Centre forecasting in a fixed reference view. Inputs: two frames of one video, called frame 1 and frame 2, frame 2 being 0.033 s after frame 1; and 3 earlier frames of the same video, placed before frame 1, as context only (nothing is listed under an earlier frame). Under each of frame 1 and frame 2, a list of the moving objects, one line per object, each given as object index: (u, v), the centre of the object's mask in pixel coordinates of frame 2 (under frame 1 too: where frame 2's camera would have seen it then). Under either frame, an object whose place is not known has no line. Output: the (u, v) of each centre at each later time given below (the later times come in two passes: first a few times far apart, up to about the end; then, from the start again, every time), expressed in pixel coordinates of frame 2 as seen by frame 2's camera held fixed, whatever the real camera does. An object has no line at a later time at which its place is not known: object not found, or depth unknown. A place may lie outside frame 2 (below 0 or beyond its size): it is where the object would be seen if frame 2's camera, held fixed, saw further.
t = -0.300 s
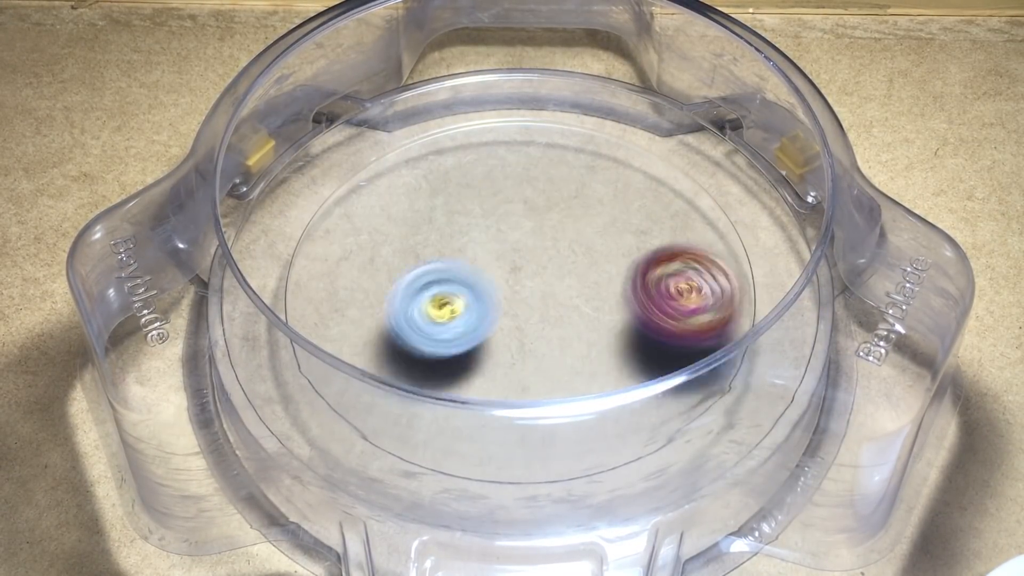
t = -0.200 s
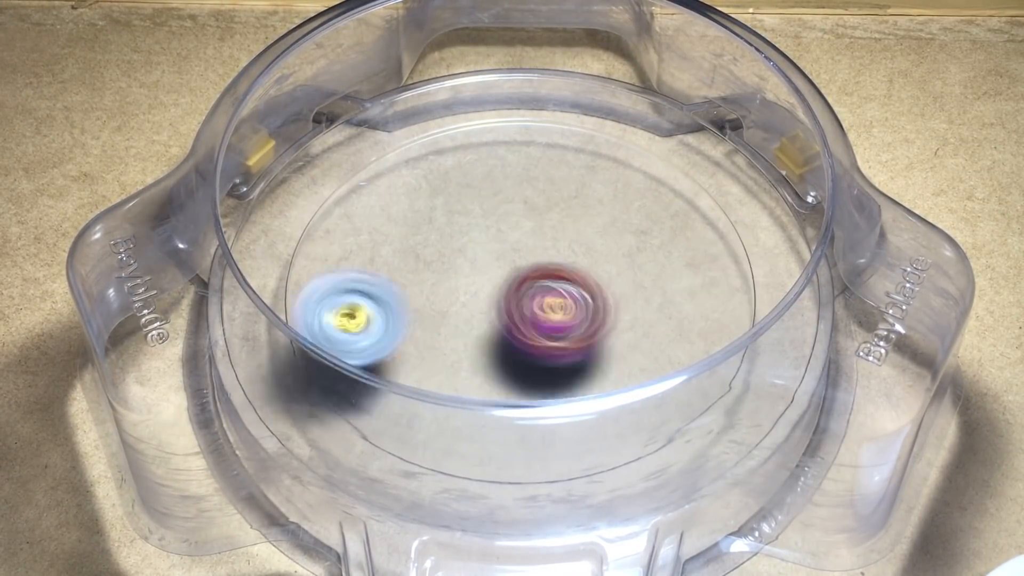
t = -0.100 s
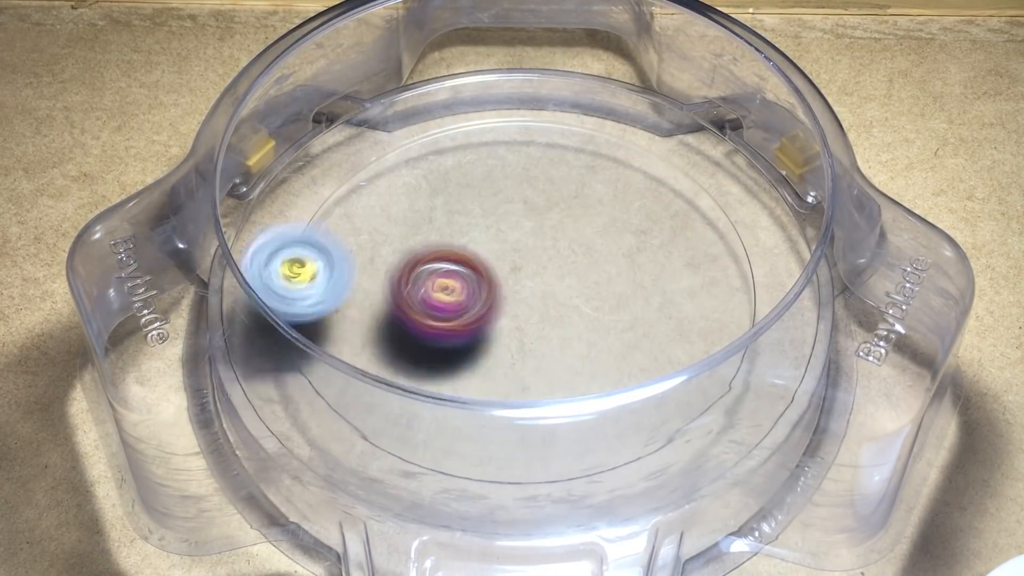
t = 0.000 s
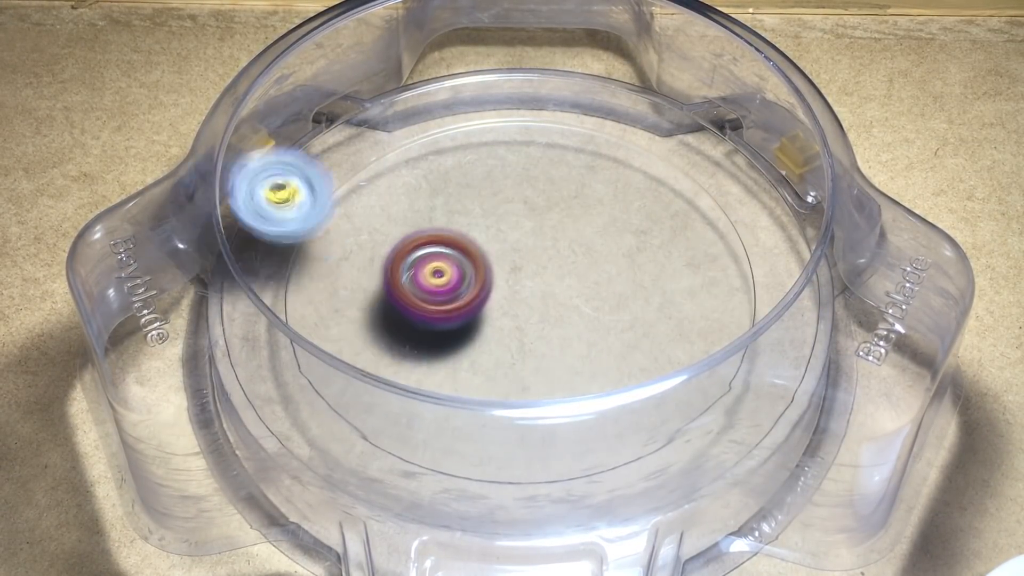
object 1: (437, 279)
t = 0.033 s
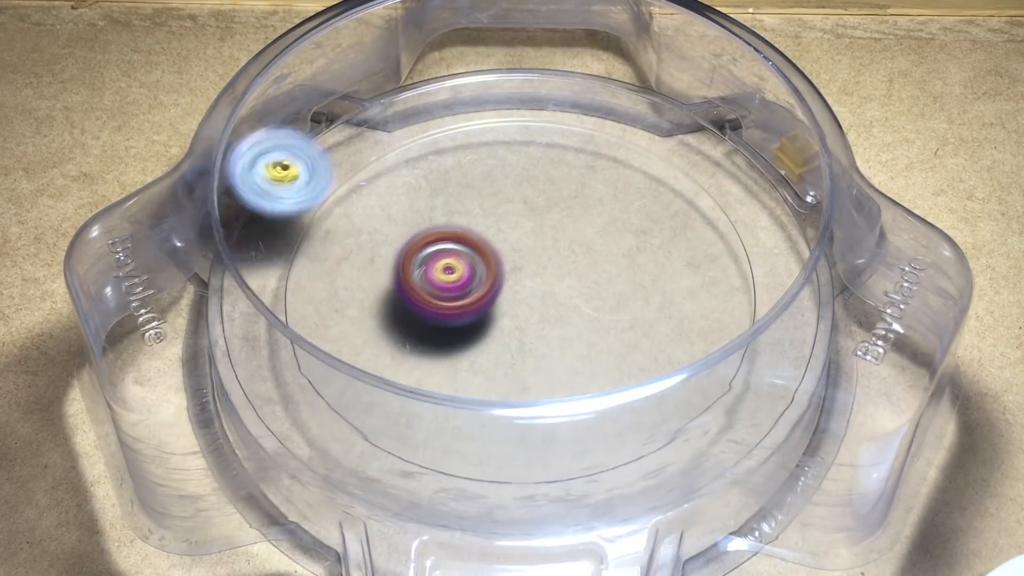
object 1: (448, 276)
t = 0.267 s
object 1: (545, 276)
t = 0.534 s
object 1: (716, 380)
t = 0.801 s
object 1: (735, 318)
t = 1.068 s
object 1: (689, 244)
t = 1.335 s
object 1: (542, 262)
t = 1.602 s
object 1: (451, 343)
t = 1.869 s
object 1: (559, 399)
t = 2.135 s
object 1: (612, 329)
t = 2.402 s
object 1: (544, 247)
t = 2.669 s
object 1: (516, 229)
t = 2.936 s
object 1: (467, 243)
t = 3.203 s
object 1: (465, 251)
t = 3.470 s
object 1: (494, 261)
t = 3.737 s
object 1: (444, 174)
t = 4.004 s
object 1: (454, 187)
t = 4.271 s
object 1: (484, 209)
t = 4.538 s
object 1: (510, 241)
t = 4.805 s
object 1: (491, 209)
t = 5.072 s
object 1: (464, 117)
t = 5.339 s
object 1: (497, 254)
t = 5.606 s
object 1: (563, 116)
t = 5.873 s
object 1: (543, 186)
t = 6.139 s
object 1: (543, 275)
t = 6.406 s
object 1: (558, 289)
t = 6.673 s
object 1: (383, 298)
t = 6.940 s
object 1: (435, 377)
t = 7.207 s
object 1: (506, 341)
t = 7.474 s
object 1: (530, 287)
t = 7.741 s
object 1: (527, 270)
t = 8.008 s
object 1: (526, 263)
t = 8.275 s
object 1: (527, 262)
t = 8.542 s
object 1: (529, 266)
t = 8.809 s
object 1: (530, 271)
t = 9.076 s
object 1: (525, 275)
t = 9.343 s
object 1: (516, 275)
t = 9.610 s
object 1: (511, 292)
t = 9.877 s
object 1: (514, 294)
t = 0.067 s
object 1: (461, 273)
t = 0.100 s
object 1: (475, 270)
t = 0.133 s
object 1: (488, 268)
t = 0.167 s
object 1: (500, 266)
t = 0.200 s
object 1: (511, 264)
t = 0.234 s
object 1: (523, 262)
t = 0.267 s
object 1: (545, 276)
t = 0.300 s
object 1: (566, 290)
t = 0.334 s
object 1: (586, 301)
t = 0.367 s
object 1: (603, 308)
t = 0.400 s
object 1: (620, 311)
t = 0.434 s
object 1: (636, 311)
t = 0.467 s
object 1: (660, 328)
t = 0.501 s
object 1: (694, 363)
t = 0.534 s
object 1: (716, 380)
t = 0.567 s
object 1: (730, 400)
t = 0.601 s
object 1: (740, 424)
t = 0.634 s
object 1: (750, 415)
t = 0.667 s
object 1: (756, 403)
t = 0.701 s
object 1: (758, 390)
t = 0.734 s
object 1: (750, 366)
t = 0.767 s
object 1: (746, 345)
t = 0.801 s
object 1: (735, 318)
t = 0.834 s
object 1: (722, 296)
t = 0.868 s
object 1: (714, 277)
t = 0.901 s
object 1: (699, 257)
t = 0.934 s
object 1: (704, 250)
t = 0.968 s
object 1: (707, 248)
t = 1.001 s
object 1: (705, 246)
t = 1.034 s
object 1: (699, 245)
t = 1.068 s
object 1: (689, 244)
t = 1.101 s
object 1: (676, 245)
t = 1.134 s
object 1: (661, 245)
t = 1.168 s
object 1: (644, 247)
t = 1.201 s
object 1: (624, 248)
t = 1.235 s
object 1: (604, 251)
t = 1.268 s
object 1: (584, 254)
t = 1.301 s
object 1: (563, 257)
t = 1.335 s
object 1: (542, 262)
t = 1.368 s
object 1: (525, 266)
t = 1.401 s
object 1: (509, 272)
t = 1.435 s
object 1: (494, 281)
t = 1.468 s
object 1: (481, 292)
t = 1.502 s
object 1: (470, 304)
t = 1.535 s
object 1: (461, 317)
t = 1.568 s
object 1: (453, 330)
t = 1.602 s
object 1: (451, 343)
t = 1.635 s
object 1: (452, 352)
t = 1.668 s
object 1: (459, 359)
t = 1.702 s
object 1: (463, 383)
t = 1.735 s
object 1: (476, 390)
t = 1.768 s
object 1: (492, 398)
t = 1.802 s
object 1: (514, 401)
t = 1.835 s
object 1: (537, 400)
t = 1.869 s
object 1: (559, 399)
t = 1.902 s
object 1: (579, 396)
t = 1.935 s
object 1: (595, 394)
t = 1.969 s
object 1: (608, 388)
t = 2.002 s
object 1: (614, 374)
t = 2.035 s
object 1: (614, 358)
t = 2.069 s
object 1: (616, 351)
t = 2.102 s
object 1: (615, 343)
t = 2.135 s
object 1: (612, 329)
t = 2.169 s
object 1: (605, 318)
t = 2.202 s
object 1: (598, 304)
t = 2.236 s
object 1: (589, 292)
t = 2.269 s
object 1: (580, 280)
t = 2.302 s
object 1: (570, 270)
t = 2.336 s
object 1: (560, 261)
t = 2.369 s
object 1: (552, 253)
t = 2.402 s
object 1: (544, 247)
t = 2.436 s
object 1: (538, 244)
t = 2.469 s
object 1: (537, 236)
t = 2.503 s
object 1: (536, 229)
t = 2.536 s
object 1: (534, 226)
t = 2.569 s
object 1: (531, 225)
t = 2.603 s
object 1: (528, 225)
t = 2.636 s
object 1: (523, 227)
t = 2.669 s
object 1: (516, 229)
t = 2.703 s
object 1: (508, 230)
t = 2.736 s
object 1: (500, 232)
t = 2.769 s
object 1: (493, 233)
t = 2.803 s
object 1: (486, 234)
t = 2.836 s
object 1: (481, 236)
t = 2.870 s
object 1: (475, 238)
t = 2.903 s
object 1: (471, 240)
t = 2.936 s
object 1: (467, 243)
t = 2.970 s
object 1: (465, 246)
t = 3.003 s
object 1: (463, 250)
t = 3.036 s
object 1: (463, 253)
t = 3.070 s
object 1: (462, 253)
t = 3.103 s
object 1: (461, 252)
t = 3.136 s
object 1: (461, 251)
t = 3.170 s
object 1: (463, 251)
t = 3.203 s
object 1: (465, 251)
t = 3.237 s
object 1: (468, 252)
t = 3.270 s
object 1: (472, 254)
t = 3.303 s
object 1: (476, 255)
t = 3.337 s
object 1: (479, 256)
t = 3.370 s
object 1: (483, 258)
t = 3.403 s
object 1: (487, 259)
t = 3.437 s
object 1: (490, 260)
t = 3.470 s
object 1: (494, 261)
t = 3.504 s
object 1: (497, 262)
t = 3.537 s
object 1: (500, 263)
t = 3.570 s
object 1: (503, 263)
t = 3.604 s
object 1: (502, 260)
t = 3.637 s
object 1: (482, 233)
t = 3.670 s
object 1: (466, 213)
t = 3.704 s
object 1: (453, 191)
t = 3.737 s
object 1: (444, 174)
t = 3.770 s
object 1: (438, 163)
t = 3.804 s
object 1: (435, 157)
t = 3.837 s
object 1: (435, 155)
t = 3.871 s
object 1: (436, 157)
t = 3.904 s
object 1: (439, 163)
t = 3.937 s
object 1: (443, 170)
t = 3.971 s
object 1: (448, 179)
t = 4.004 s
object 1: (454, 187)
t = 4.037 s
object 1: (461, 198)
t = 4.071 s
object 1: (469, 209)
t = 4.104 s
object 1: (474, 215)
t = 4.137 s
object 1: (474, 210)
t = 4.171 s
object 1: (475, 206)
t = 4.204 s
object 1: (478, 205)
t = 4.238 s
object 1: (481, 206)
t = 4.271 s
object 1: (484, 209)
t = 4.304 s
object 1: (487, 212)
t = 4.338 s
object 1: (491, 215)
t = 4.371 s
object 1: (494, 219)
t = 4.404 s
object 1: (497, 223)
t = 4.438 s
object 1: (501, 227)
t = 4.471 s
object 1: (504, 232)
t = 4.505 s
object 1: (507, 236)
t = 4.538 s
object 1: (510, 241)
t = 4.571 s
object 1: (513, 245)
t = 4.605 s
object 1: (515, 249)
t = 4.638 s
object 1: (517, 251)
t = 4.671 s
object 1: (511, 241)
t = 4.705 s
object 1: (503, 230)
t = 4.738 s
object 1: (498, 220)
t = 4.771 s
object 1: (494, 213)
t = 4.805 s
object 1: (491, 209)
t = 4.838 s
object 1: (491, 208)
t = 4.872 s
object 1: (491, 206)
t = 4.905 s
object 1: (486, 183)
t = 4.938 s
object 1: (479, 154)
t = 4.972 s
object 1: (470, 131)
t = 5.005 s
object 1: (466, 113)
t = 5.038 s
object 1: (464, 107)
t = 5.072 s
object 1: (464, 117)
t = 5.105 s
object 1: (466, 128)
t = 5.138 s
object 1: (467, 142)
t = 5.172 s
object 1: (470, 159)
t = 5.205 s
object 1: (474, 178)
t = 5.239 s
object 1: (479, 199)
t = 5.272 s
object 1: (484, 218)
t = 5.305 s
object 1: (490, 235)
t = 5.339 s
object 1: (497, 254)
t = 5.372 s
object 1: (504, 268)
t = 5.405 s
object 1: (513, 256)
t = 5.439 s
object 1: (526, 222)
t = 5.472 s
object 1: (536, 192)
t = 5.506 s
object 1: (545, 166)
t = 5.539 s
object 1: (554, 142)
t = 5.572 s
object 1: (559, 126)
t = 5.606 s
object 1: (563, 116)
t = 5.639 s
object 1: (565, 113)
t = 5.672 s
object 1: (564, 116)
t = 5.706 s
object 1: (562, 120)
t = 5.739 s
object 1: (560, 131)
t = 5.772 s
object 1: (556, 142)
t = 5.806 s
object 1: (552, 156)
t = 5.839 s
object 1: (548, 171)
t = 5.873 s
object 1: (543, 186)
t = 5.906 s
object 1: (539, 204)
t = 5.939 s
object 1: (536, 219)
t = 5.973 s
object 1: (532, 236)
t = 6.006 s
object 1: (532, 251)
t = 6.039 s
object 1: (534, 263)
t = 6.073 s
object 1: (534, 267)
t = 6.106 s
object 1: (537, 271)
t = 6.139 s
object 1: (543, 275)
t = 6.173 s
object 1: (549, 278)
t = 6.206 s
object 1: (555, 282)
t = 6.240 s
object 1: (561, 284)
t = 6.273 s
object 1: (566, 287)
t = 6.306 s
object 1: (570, 289)
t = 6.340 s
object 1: (573, 291)
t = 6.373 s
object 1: (575, 293)
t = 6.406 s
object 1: (558, 289)
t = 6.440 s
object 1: (528, 288)
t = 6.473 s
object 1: (498, 285)
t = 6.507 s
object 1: (473, 283)
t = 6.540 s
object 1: (447, 282)
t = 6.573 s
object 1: (427, 283)
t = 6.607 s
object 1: (408, 286)
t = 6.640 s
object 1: (394, 291)
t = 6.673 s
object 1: (383, 298)
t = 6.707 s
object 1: (377, 307)
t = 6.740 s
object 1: (375, 318)
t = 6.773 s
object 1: (379, 328)
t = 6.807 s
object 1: (389, 338)
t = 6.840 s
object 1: (396, 356)
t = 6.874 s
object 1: (409, 365)
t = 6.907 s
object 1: (422, 374)
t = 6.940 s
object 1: (435, 377)
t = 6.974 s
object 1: (446, 379)
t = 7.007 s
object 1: (457, 376)
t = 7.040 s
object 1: (466, 373)
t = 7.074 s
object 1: (479, 363)
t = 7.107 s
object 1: (486, 360)
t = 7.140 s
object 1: (492, 356)
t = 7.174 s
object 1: (500, 350)
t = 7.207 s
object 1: (506, 341)
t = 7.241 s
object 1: (512, 332)
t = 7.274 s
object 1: (517, 324)
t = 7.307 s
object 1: (521, 316)
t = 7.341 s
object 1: (524, 308)
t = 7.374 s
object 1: (527, 300)
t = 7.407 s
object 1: (529, 295)
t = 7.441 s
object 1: (530, 290)
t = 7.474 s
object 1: (530, 287)
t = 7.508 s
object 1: (530, 284)
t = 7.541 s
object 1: (530, 281)
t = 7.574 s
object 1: (529, 279)
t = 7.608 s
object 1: (529, 277)
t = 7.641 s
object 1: (528, 275)
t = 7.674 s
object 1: (528, 273)
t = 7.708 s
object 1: (527, 272)
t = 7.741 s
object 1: (527, 270)
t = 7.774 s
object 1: (527, 269)
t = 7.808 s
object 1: (527, 268)
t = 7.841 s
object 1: (526, 267)
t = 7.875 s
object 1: (526, 266)
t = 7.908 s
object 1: (526, 265)
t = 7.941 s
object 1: (526, 264)
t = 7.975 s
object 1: (526, 264)
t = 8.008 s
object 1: (526, 263)
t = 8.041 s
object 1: (526, 263)
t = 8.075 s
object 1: (526, 263)
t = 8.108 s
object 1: (526, 262)
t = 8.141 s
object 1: (526, 262)
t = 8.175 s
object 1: (526, 262)
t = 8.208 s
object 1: (527, 262)
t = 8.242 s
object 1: (527, 262)
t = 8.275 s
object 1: (527, 262)
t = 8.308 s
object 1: (527, 263)
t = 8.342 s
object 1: (528, 263)
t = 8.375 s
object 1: (528, 263)
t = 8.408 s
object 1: (528, 264)
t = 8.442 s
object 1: (528, 265)
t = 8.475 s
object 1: (528, 265)
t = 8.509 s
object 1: (529, 266)
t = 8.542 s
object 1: (529, 266)
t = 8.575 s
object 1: (530, 266)
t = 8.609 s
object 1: (530, 267)
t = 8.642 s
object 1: (530, 268)
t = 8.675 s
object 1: (530, 269)
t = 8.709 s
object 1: (530, 269)
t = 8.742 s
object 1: (530, 270)
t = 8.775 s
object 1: (530, 271)
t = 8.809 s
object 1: (530, 271)
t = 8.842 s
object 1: (529, 272)
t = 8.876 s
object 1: (529, 273)
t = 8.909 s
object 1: (528, 273)
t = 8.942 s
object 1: (527, 274)
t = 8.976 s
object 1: (527, 274)
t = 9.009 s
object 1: (526, 275)
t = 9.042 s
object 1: (526, 275)
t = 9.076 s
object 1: (525, 275)
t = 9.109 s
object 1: (523, 276)
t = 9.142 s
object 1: (521, 276)
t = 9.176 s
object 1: (520, 276)
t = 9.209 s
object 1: (519, 276)
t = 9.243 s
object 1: (518, 276)
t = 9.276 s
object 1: (517, 275)
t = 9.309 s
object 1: (516, 275)
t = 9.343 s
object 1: (516, 275)
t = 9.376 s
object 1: (515, 274)
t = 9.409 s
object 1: (515, 273)
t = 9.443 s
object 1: (515, 273)
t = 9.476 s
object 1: (514, 275)
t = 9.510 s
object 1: (513, 283)
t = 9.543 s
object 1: (513, 289)
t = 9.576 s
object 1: (512, 291)
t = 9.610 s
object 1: (511, 292)
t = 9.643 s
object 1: (511, 292)
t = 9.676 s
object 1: (512, 290)
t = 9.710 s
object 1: (513, 289)
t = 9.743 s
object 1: (513, 288)
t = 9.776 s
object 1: (514, 288)
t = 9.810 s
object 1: (514, 286)
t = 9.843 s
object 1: (514, 287)
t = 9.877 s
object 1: (514, 294)
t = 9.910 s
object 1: (513, 297)
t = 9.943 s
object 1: (513, 298)
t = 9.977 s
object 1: (514, 299)
